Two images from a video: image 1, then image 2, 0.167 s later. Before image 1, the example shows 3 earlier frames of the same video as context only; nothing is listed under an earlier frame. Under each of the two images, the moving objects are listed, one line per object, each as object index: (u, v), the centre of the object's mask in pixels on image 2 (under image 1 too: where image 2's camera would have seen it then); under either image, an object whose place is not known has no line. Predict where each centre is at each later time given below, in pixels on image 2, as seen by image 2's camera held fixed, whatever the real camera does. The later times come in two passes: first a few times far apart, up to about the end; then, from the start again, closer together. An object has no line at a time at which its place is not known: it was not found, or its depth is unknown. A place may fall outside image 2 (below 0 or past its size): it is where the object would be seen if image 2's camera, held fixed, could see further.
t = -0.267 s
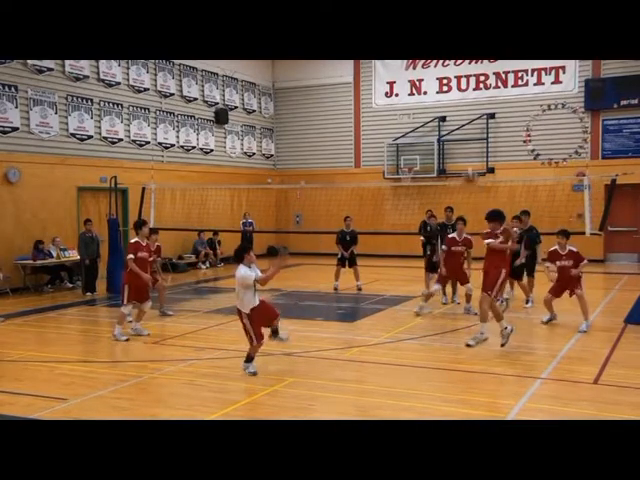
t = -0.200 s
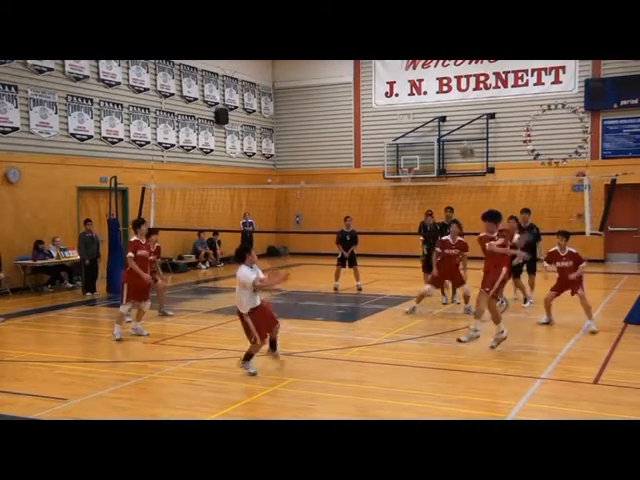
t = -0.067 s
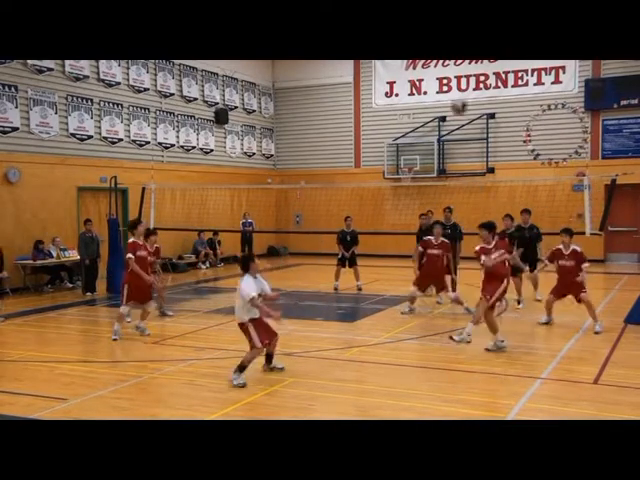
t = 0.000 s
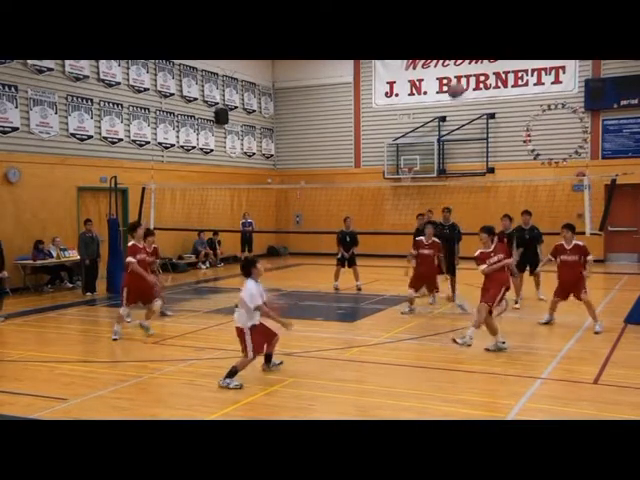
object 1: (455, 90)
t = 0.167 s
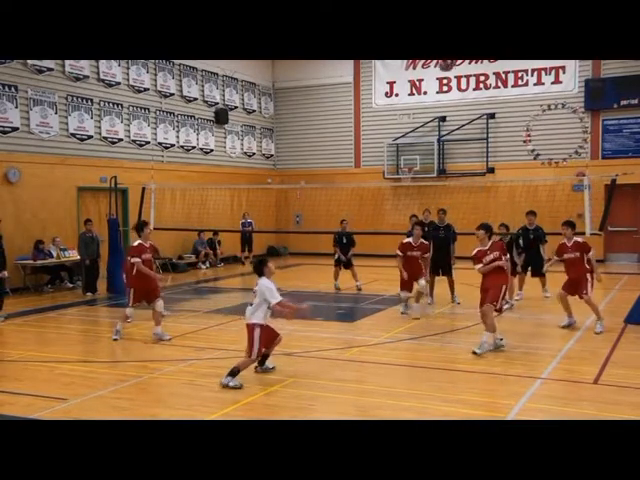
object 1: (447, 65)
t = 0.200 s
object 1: (445, 64)
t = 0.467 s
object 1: (430, 71)
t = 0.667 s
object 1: (417, 116)
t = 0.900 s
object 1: (405, 210)
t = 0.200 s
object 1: (445, 64)
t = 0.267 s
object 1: (441, 63)
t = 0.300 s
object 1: (439, 63)
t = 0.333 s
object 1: (438, 63)
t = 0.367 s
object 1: (437, 63)
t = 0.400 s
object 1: (434, 65)
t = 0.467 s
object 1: (430, 71)
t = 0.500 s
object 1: (427, 76)
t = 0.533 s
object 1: (427, 82)
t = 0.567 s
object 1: (424, 88)
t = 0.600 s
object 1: (422, 97)
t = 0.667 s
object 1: (417, 116)
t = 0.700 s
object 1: (416, 125)
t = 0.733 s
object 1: (414, 137)
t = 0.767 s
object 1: (412, 150)
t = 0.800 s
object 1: (410, 162)
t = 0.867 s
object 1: (407, 192)
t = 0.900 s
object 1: (405, 210)
